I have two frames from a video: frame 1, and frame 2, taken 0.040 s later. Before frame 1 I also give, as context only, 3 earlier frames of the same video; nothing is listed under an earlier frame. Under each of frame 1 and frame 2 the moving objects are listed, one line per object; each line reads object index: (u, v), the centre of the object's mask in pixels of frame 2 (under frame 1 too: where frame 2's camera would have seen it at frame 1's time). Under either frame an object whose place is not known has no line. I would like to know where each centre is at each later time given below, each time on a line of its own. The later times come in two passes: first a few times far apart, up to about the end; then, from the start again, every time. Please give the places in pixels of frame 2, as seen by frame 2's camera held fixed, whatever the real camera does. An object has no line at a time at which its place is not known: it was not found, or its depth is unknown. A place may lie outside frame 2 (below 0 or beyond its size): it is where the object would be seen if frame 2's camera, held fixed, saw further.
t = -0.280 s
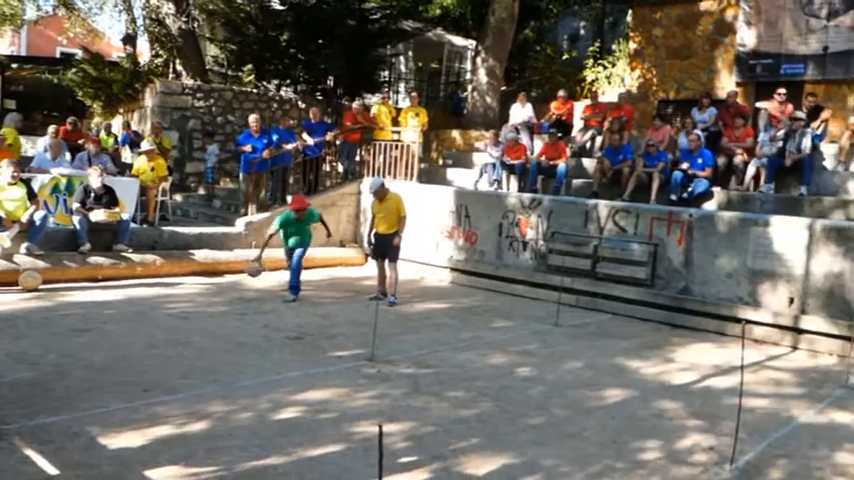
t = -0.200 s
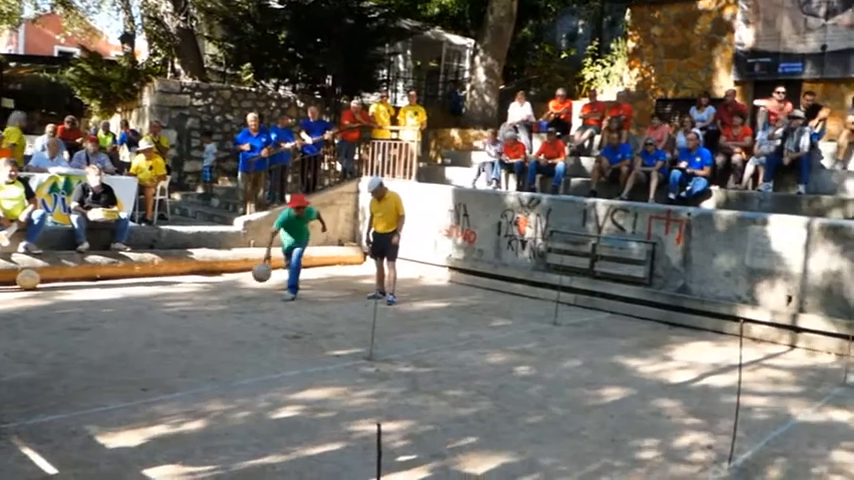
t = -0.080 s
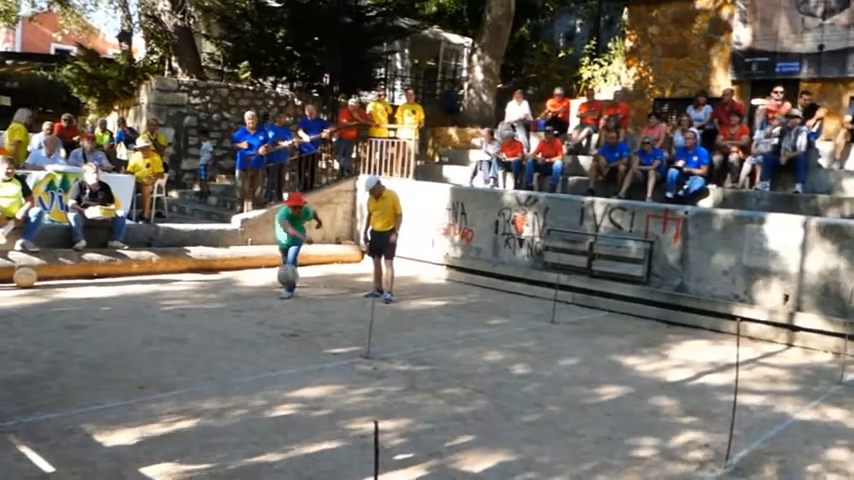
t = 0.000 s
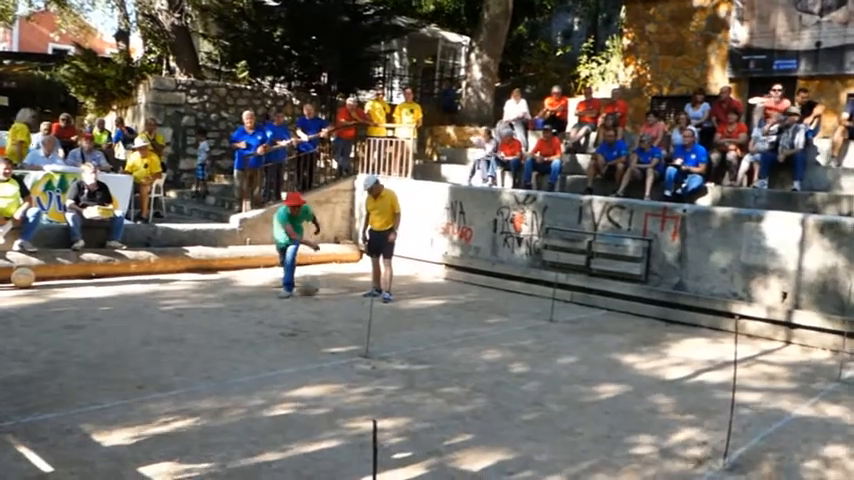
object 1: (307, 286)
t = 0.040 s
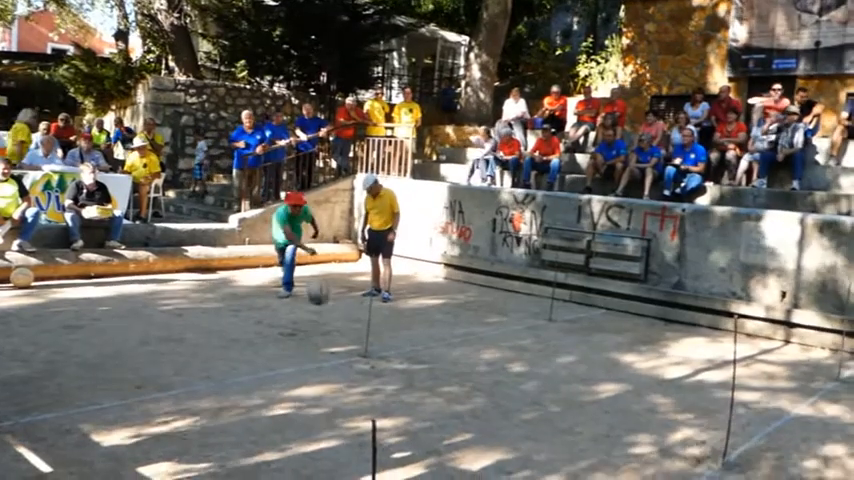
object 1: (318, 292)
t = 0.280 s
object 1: (390, 353)
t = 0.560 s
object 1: (462, 395)
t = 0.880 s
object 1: (569, 445)
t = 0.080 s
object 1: (330, 303)
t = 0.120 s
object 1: (345, 319)
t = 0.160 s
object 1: (360, 333)
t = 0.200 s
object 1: (371, 350)
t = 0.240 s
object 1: (381, 354)
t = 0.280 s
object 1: (390, 353)
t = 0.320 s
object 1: (398, 356)
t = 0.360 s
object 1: (407, 362)
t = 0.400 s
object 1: (418, 368)
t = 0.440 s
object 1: (426, 381)
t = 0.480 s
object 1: (441, 384)
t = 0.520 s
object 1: (449, 387)
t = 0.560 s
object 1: (462, 395)
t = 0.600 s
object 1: (474, 402)
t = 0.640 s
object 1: (485, 407)
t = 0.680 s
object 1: (498, 412)
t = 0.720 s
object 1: (510, 418)
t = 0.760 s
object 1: (523, 425)
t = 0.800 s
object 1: (539, 433)
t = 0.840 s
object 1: (554, 443)
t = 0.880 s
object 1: (569, 445)
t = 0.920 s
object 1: (584, 454)
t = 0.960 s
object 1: (597, 460)
